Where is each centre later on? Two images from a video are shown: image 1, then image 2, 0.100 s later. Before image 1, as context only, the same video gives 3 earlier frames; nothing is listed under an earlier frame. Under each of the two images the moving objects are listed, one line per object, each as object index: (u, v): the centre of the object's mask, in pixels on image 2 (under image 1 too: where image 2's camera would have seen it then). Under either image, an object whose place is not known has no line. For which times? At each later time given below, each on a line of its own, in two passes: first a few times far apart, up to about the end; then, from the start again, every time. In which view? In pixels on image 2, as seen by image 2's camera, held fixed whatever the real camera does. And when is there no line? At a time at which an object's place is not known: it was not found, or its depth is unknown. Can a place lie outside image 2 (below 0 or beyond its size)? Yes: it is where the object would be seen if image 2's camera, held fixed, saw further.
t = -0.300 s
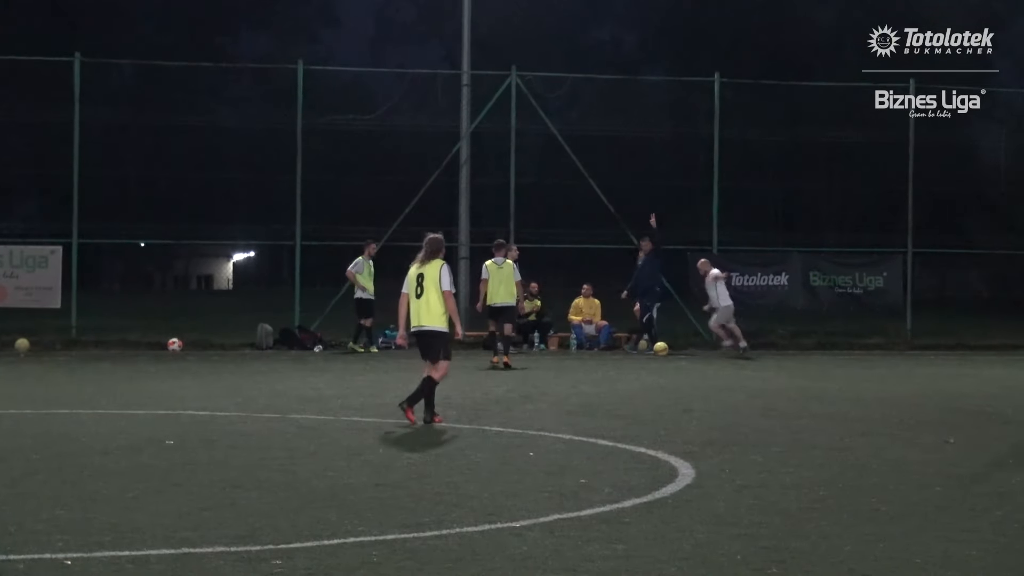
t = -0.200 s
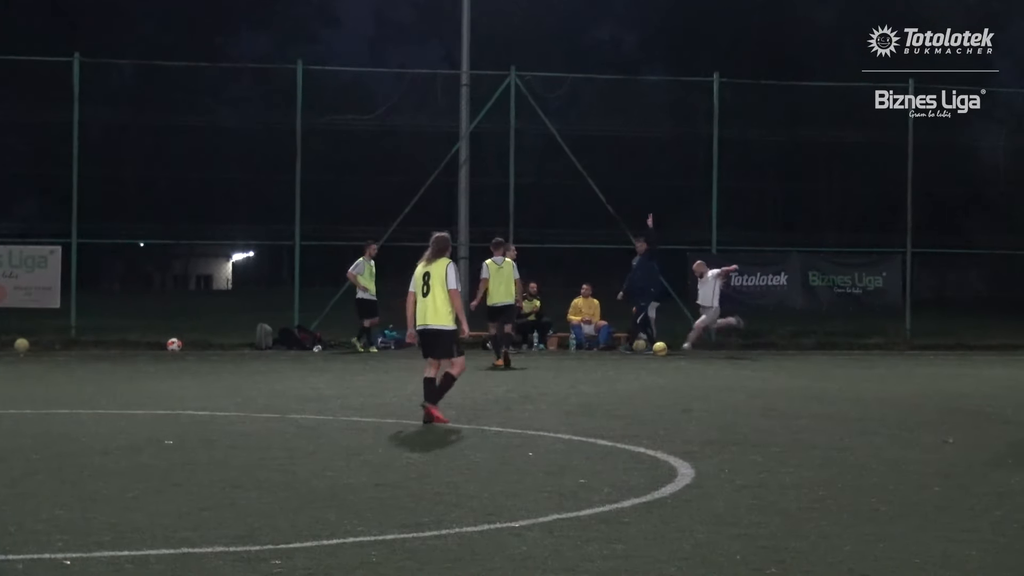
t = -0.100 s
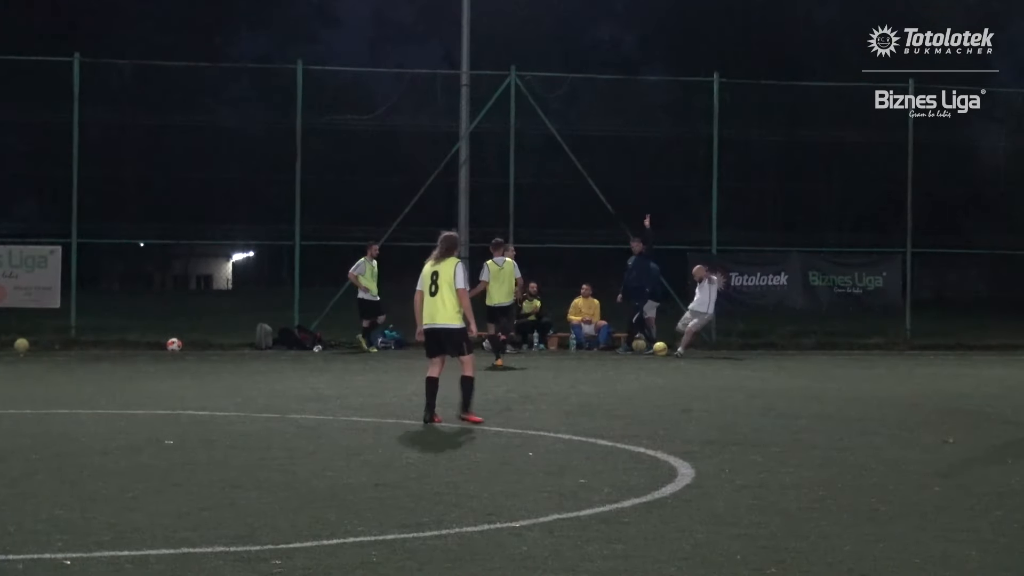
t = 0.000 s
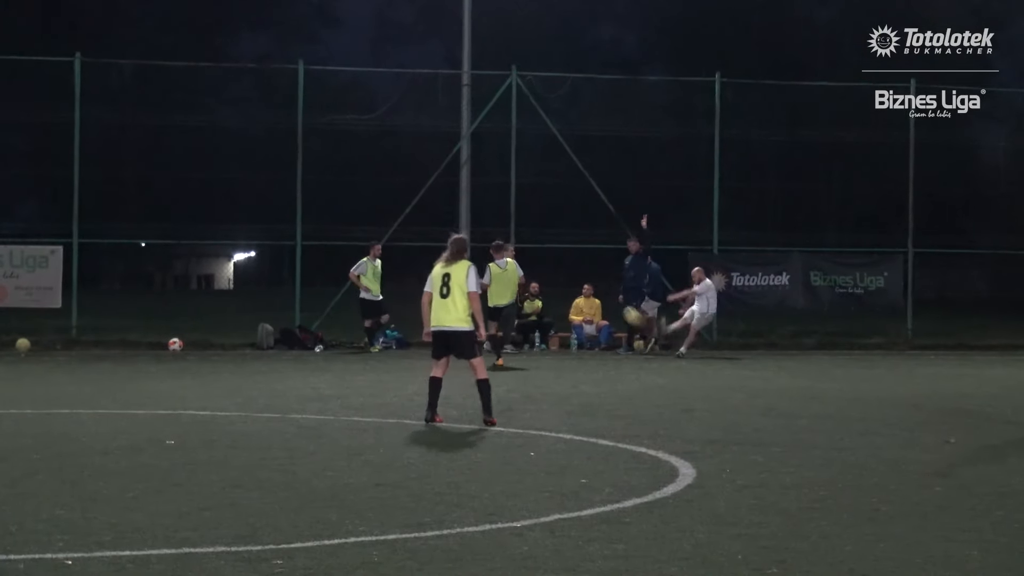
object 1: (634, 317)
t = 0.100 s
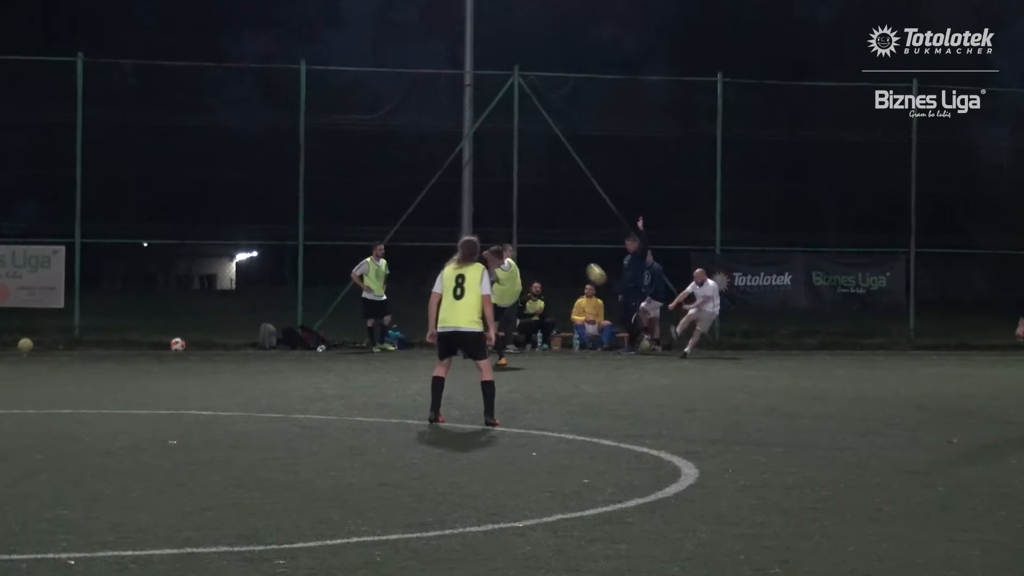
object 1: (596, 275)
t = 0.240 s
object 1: (542, 220)
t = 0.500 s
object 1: (440, 139)
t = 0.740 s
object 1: (331, 94)
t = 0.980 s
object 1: (201, 103)
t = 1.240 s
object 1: (13, 225)
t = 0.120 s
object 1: (588, 267)
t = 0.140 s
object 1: (581, 259)
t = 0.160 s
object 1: (573, 251)
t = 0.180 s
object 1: (566, 243)
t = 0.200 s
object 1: (558, 236)
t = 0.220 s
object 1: (550, 228)
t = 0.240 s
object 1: (542, 220)
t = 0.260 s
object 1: (535, 213)
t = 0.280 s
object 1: (528, 206)
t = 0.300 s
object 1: (519, 199)
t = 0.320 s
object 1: (512, 192)
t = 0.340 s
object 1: (504, 186)
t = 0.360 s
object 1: (496, 180)
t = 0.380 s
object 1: (489, 173)
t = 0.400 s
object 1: (481, 167)
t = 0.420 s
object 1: (473, 161)
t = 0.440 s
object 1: (465, 155)
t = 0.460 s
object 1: (457, 150)
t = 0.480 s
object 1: (449, 144)
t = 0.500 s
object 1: (440, 139)
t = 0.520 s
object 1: (431, 134)
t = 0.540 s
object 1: (423, 129)
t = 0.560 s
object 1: (414, 124)
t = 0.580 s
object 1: (405, 120)
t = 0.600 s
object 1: (397, 115)
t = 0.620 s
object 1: (388, 111)
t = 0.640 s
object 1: (379, 108)
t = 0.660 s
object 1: (370, 105)
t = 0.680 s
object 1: (360, 101)
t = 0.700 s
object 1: (351, 99)
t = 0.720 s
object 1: (341, 96)
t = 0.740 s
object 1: (331, 94)
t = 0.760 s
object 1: (322, 92)
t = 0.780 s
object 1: (312, 91)
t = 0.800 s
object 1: (302, 89)
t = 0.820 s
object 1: (291, 89)
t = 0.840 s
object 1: (281, 89)
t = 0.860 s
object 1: (270, 89)
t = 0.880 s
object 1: (259, 90)
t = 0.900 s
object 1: (248, 92)
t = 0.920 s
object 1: (236, 94)
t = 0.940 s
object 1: (225, 96)
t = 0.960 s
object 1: (213, 99)
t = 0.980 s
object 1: (201, 103)
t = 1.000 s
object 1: (189, 108)
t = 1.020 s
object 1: (176, 113)
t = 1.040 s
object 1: (161, 119)
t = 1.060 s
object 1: (148, 126)
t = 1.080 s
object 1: (133, 133)
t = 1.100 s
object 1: (119, 141)
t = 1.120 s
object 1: (103, 150)
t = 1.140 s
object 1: (89, 160)
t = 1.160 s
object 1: (73, 172)
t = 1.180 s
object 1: (57, 184)
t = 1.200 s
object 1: (41, 198)
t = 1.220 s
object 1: (24, 212)
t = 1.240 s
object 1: (13, 225)
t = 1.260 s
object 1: (4, 240)
